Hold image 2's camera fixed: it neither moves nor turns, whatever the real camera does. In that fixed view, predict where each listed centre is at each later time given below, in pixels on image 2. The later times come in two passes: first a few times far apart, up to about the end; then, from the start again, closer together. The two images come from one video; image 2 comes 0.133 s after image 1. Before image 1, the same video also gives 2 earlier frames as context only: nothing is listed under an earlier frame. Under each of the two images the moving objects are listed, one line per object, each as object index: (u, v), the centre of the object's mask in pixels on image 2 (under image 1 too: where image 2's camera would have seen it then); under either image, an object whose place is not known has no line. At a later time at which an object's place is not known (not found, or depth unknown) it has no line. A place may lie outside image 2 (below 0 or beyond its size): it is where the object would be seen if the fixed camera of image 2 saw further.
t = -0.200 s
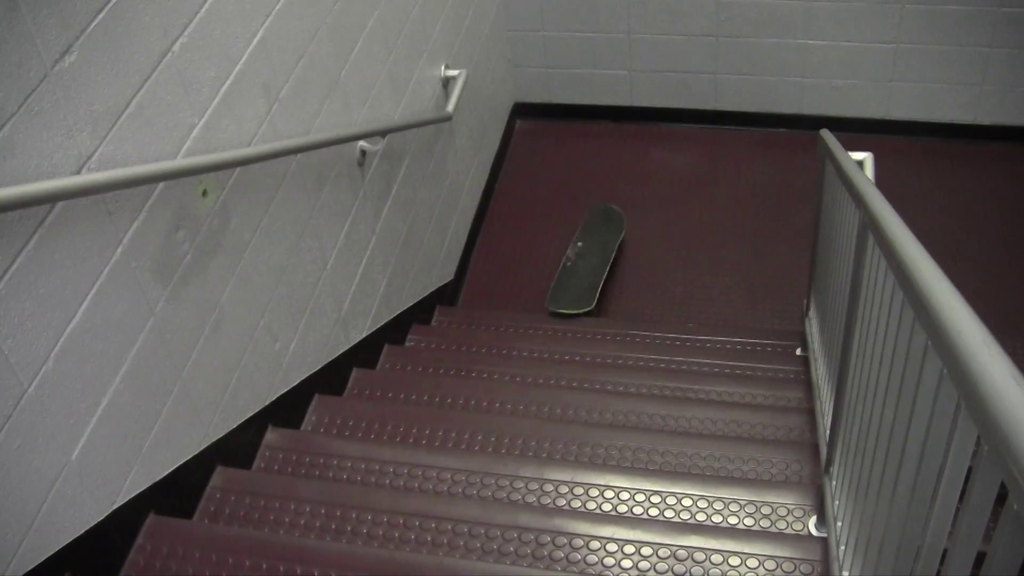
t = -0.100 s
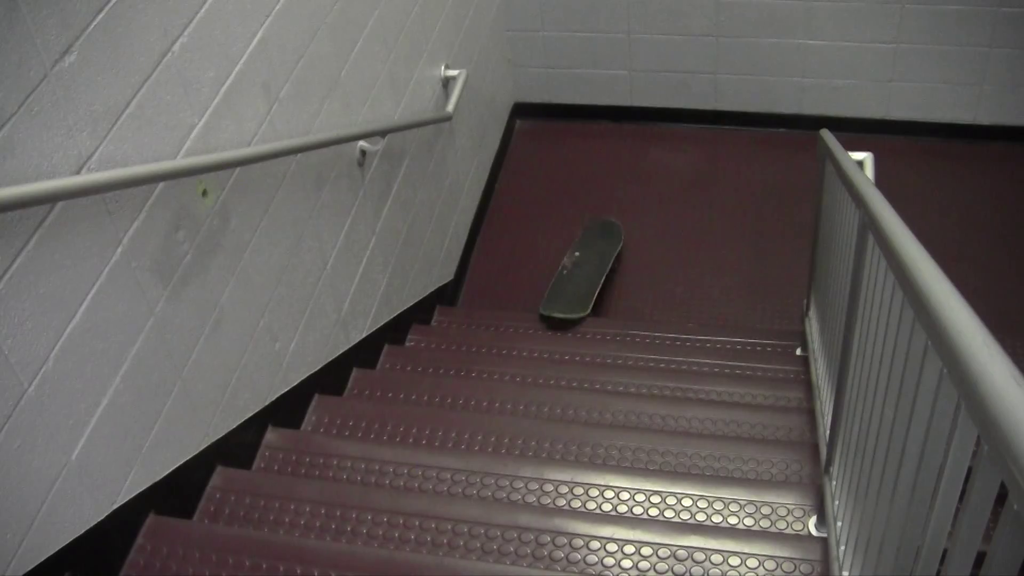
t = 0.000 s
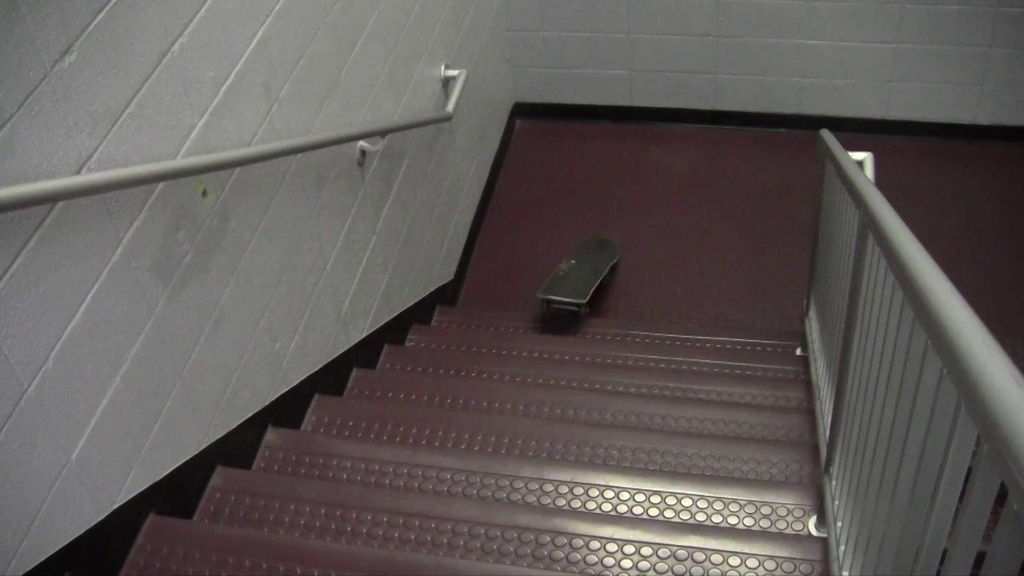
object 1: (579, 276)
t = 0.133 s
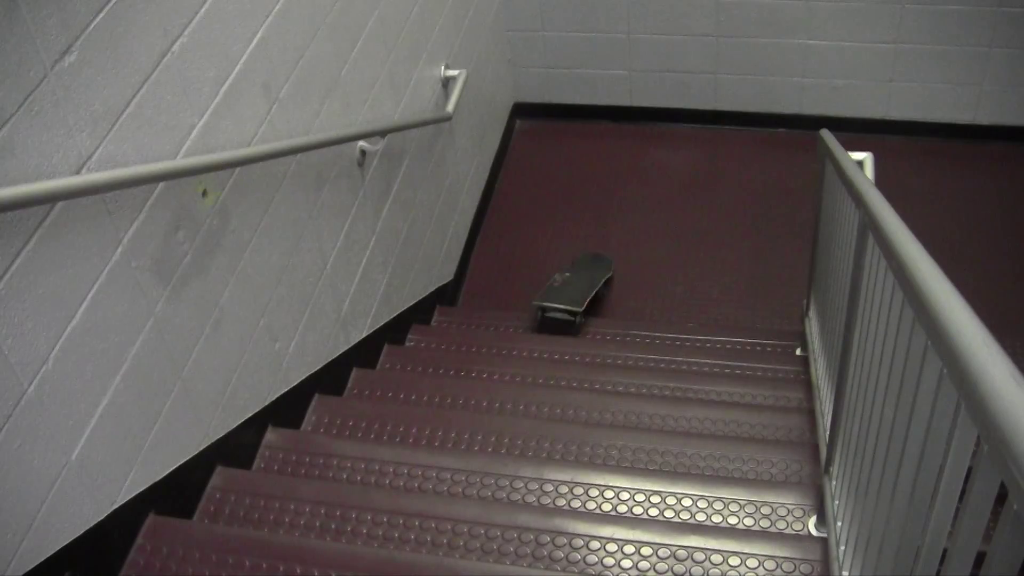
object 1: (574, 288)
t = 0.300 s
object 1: (563, 301)
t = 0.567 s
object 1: (549, 307)
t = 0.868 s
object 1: (534, 325)
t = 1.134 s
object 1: (535, 334)
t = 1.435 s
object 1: (545, 347)
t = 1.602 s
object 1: (562, 365)
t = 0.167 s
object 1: (572, 292)
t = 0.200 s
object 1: (571, 295)
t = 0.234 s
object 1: (568, 297)
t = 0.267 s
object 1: (565, 299)
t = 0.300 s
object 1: (563, 301)
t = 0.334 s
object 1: (562, 303)
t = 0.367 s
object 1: (560, 304)
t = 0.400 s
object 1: (559, 303)
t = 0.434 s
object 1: (558, 305)
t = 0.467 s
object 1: (553, 309)
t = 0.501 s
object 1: (547, 309)
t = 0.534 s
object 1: (551, 308)
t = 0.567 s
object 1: (549, 307)
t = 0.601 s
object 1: (547, 306)
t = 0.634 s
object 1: (546, 307)
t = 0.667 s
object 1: (544, 311)
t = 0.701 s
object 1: (542, 315)
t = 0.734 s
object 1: (540, 319)
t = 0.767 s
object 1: (539, 319)
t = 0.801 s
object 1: (538, 321)
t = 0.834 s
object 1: (536, 323)
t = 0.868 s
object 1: (534, 325)
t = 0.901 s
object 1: (530, 325)
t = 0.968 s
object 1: (533, 326)
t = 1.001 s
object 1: (532, 325)
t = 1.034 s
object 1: (533, 326)
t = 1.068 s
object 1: (533, 327)
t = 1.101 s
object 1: (534, 330)
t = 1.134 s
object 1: (535, 334)
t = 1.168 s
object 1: (536, 340)
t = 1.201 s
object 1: (539, 338)
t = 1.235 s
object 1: (541, 342)
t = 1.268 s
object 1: (542, 344)
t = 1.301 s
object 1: (545, 344)
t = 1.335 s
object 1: (543, 342)
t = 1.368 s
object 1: (543, 343)
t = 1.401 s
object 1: (544, 345)
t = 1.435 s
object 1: (545, 347)
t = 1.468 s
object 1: (546, 349)
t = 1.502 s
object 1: (550, 350)
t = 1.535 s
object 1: (554, 353)
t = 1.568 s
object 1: (557, 356)
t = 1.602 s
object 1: (562, 365)
